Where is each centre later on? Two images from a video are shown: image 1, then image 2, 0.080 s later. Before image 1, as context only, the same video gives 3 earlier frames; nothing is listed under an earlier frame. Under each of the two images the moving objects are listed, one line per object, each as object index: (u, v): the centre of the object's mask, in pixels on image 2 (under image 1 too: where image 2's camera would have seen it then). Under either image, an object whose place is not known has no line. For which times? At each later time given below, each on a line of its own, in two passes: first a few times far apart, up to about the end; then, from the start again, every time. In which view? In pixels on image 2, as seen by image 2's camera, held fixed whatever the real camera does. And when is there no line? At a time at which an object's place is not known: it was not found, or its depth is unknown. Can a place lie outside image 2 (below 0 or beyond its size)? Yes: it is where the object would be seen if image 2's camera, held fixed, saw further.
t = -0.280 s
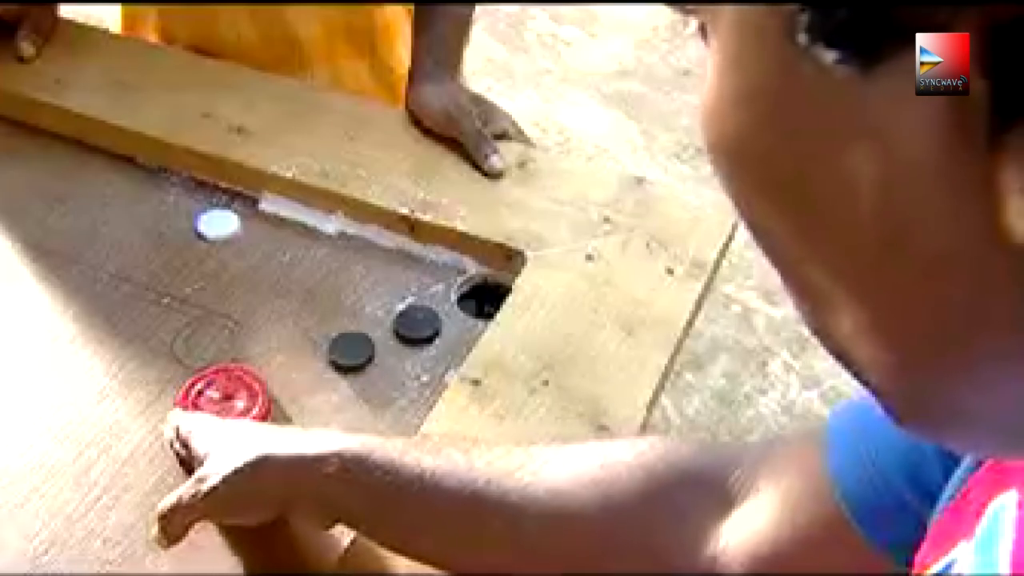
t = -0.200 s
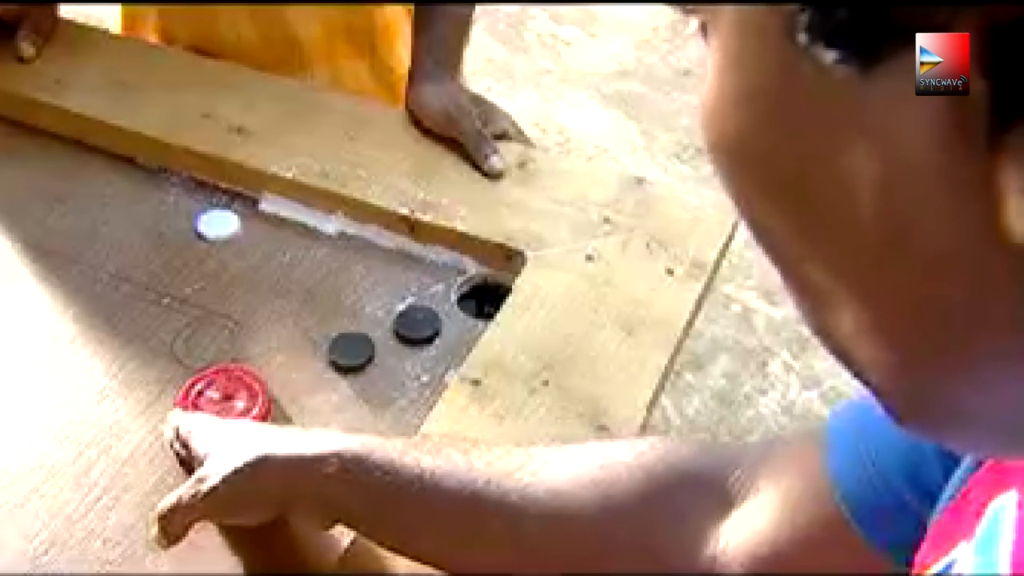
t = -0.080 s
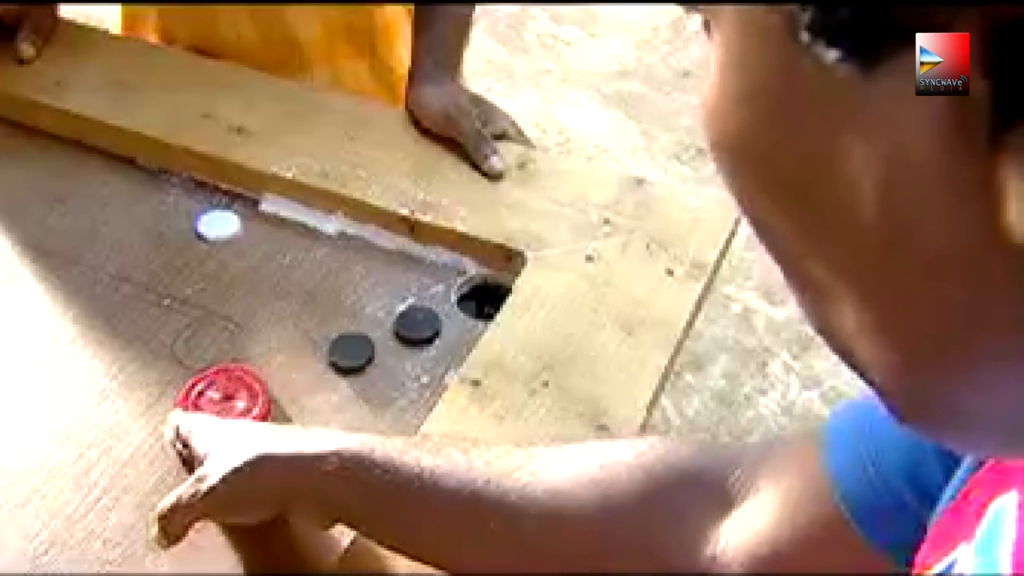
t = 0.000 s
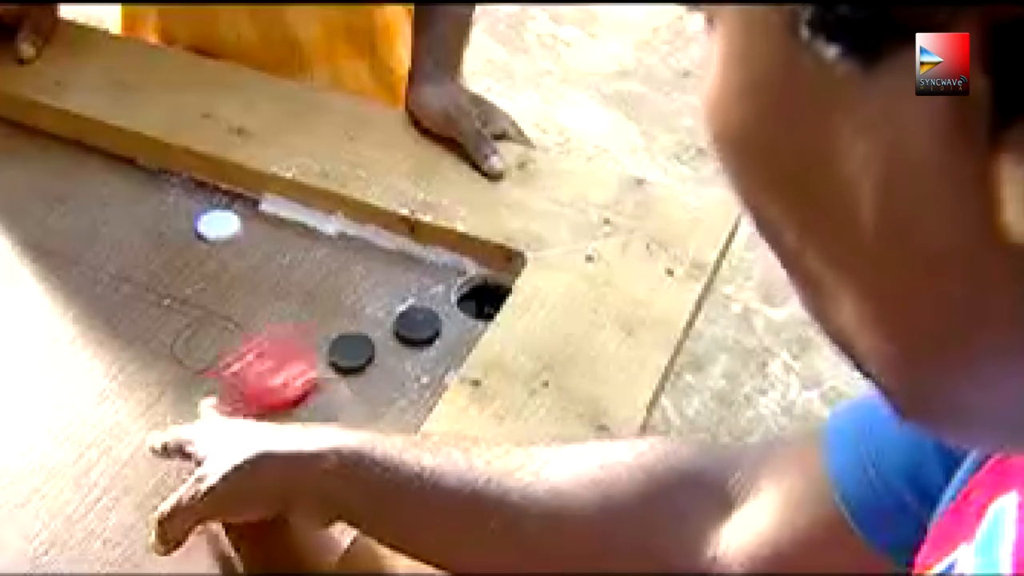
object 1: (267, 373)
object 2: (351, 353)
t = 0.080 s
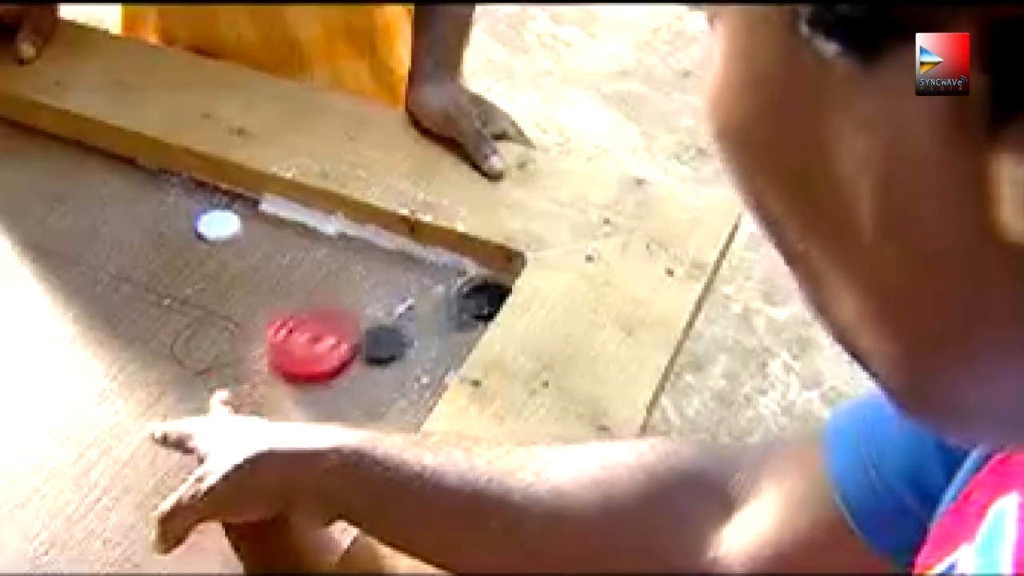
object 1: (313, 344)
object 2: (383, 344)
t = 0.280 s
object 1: (335, 323)
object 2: (431, 337)
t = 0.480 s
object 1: (334, 323)
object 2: (431, 337)
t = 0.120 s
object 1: (320, 334)
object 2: (402, 341)
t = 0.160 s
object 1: (327, 327)
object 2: (413, 340)
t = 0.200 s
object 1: (332, 325)
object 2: (425, 337)
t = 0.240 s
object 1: (334, 323)
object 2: (431, 337)
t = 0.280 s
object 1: (335, 323)
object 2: (431, 337)
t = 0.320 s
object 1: (334, 323)
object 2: (431, 337)
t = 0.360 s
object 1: (334, 323)
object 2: (431, 337)
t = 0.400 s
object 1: (334, 323)
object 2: (431, 337)
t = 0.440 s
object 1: (334, 323)
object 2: (431, 337)
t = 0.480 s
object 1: (334, 323)
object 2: (431, 337)
